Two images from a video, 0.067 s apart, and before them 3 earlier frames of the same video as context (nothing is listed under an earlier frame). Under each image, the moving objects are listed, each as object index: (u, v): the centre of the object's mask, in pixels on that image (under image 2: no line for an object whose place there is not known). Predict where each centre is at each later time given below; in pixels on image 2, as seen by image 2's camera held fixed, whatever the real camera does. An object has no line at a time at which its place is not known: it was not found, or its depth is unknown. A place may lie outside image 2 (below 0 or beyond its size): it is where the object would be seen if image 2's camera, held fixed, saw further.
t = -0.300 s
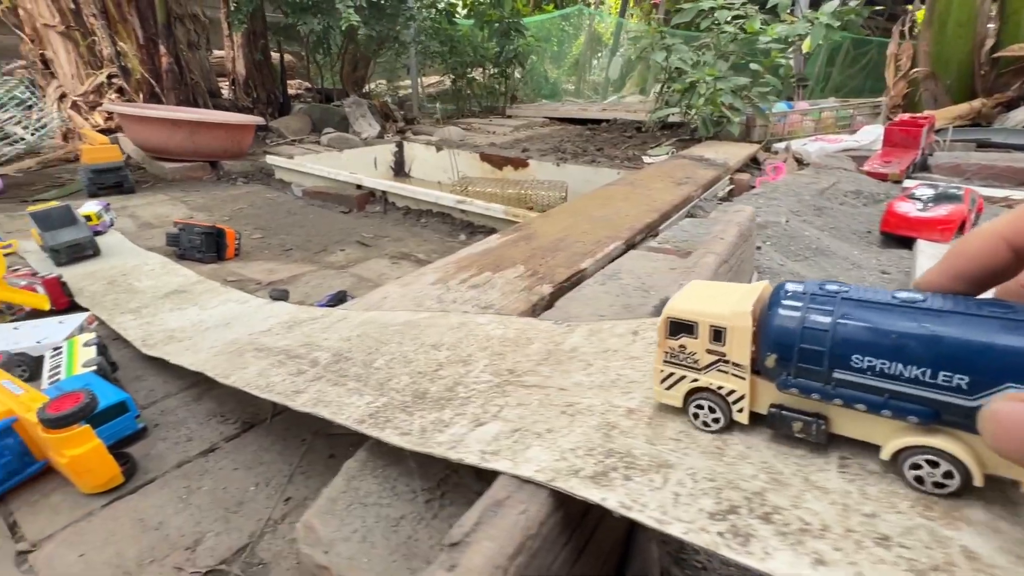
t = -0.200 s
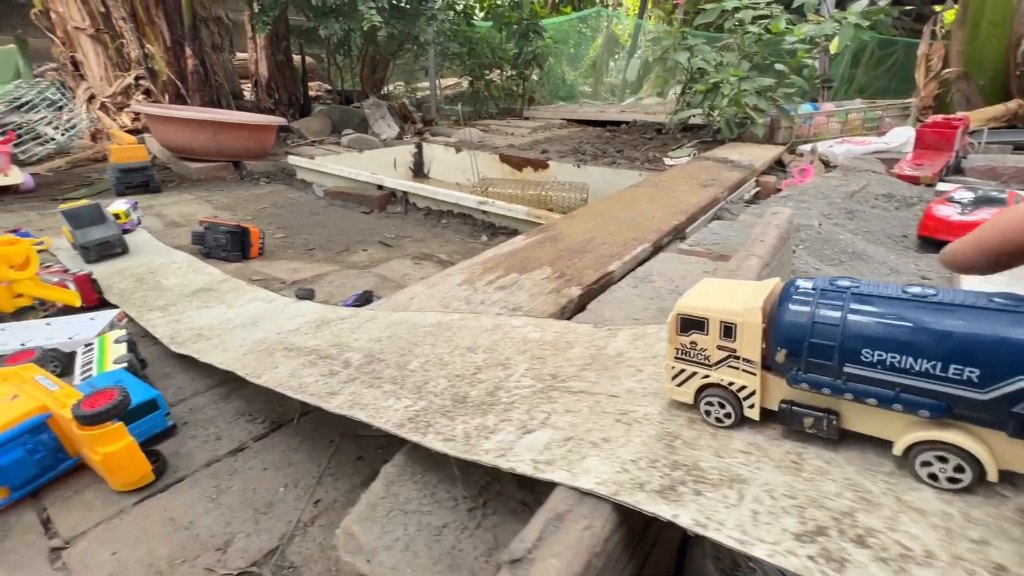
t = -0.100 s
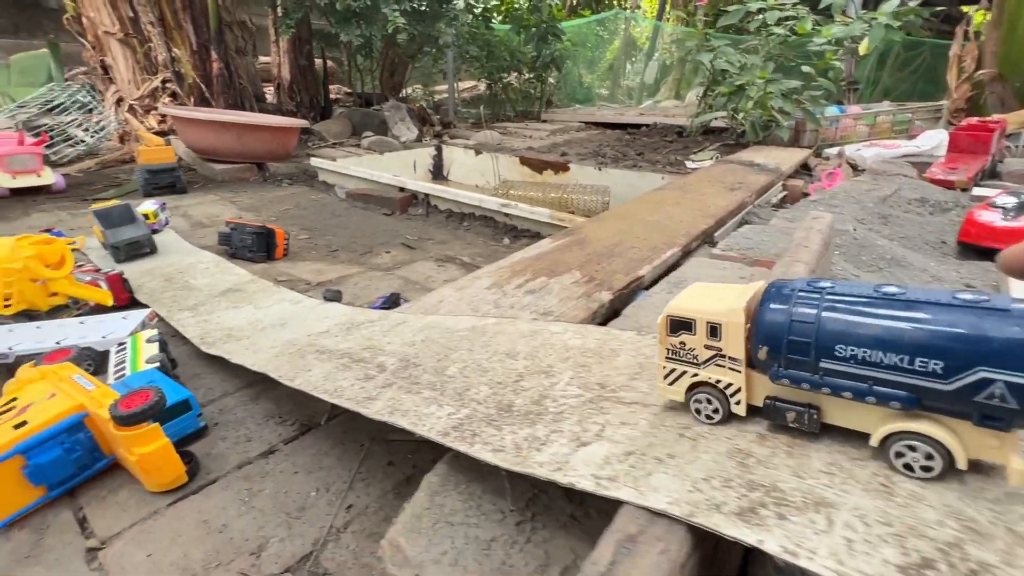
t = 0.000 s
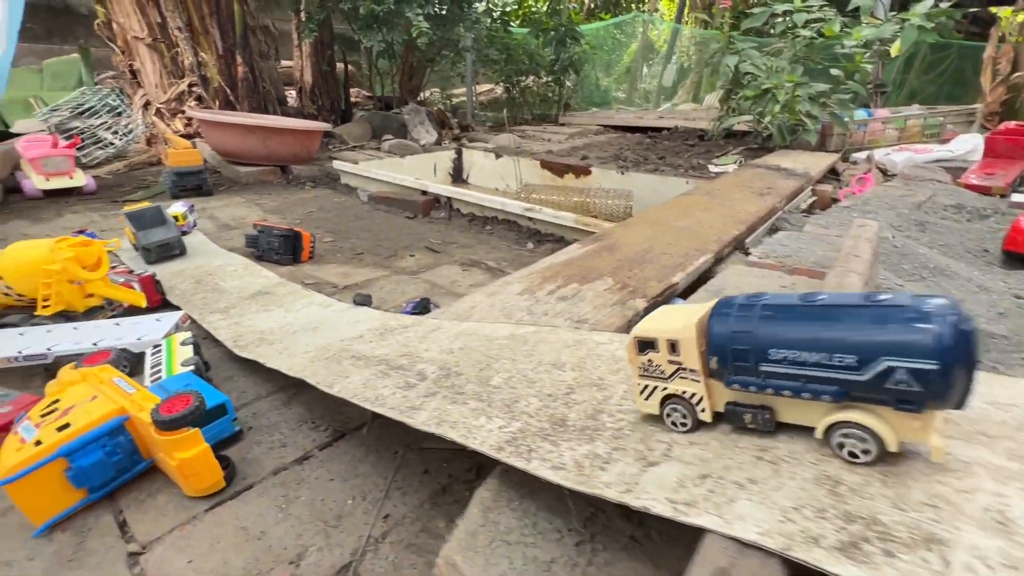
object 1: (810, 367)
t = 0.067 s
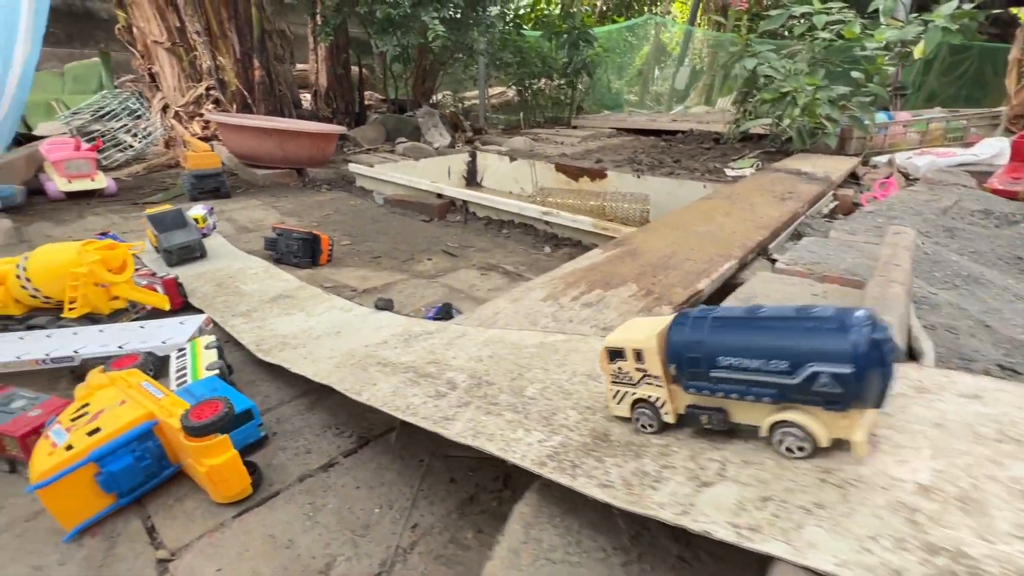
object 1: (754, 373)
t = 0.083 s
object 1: (728, 372)
